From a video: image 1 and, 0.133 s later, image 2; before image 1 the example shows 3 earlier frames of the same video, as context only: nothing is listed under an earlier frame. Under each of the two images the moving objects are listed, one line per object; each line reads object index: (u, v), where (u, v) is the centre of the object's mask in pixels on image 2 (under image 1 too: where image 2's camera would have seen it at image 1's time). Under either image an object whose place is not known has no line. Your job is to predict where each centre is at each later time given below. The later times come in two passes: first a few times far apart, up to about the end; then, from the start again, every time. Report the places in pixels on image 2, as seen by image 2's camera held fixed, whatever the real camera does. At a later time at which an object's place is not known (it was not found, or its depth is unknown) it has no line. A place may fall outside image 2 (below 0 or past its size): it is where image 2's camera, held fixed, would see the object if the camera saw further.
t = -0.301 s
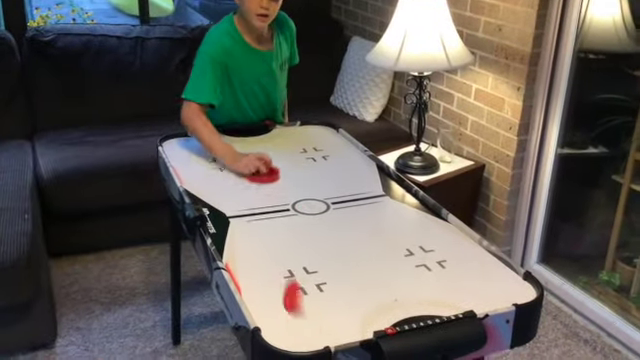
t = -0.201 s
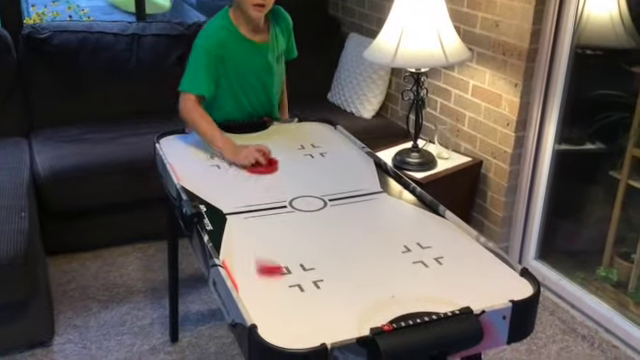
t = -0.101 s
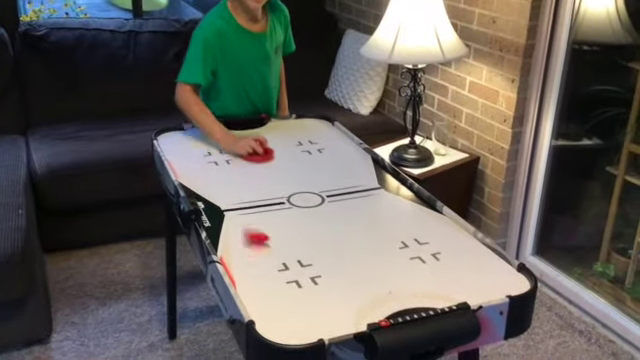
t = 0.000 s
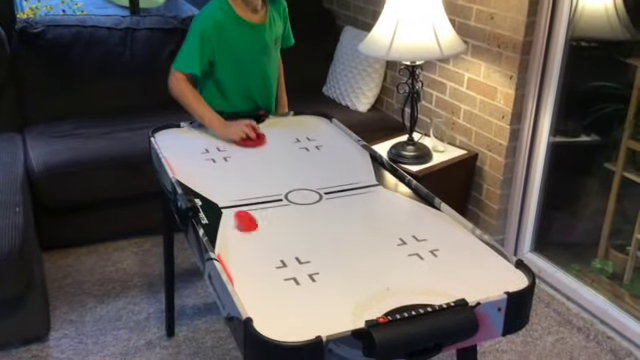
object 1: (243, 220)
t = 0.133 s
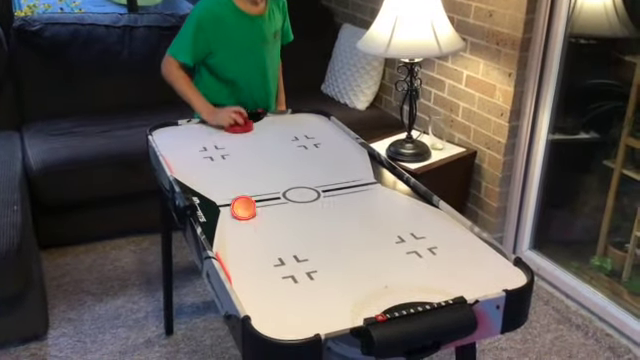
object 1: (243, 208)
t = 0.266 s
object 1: (247, 208)
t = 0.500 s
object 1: (250, 216)
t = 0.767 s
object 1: (246, 216)
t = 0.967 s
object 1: (247, 215)
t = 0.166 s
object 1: (244, 209)
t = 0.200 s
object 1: (245, 212)
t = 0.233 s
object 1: (246, 208)
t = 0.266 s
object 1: (247, 208)
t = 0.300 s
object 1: (248, 209)
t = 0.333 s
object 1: (250, 214)
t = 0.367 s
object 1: (250, 213)
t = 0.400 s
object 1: (250, 212)
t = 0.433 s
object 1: (250, 213)
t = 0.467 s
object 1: (250, 216)
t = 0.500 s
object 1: (250, 216)
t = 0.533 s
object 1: (250, 215)
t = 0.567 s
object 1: (248, 216)
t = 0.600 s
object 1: (247, 217)
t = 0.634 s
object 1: (248, 217)
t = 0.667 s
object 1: (247, 216)
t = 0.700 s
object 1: (246, 216)
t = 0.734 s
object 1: (246, 217)
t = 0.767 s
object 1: (246, 216)
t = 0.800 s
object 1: (246, 215)
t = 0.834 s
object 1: (246, 215)
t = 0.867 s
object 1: (246, 215)
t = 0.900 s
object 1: (246, 214)
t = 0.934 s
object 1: (247, 216)
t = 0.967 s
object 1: (247, 215)
